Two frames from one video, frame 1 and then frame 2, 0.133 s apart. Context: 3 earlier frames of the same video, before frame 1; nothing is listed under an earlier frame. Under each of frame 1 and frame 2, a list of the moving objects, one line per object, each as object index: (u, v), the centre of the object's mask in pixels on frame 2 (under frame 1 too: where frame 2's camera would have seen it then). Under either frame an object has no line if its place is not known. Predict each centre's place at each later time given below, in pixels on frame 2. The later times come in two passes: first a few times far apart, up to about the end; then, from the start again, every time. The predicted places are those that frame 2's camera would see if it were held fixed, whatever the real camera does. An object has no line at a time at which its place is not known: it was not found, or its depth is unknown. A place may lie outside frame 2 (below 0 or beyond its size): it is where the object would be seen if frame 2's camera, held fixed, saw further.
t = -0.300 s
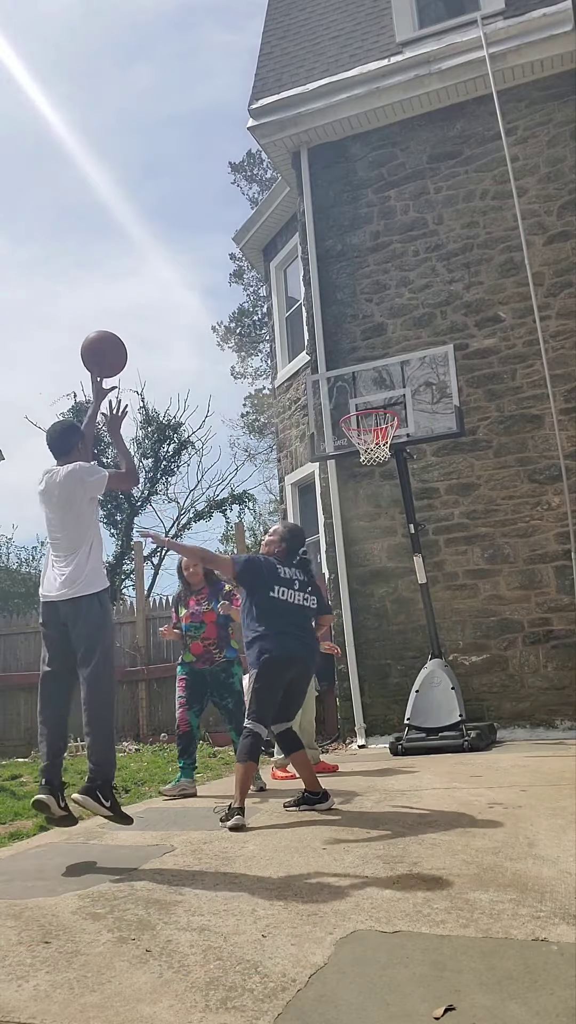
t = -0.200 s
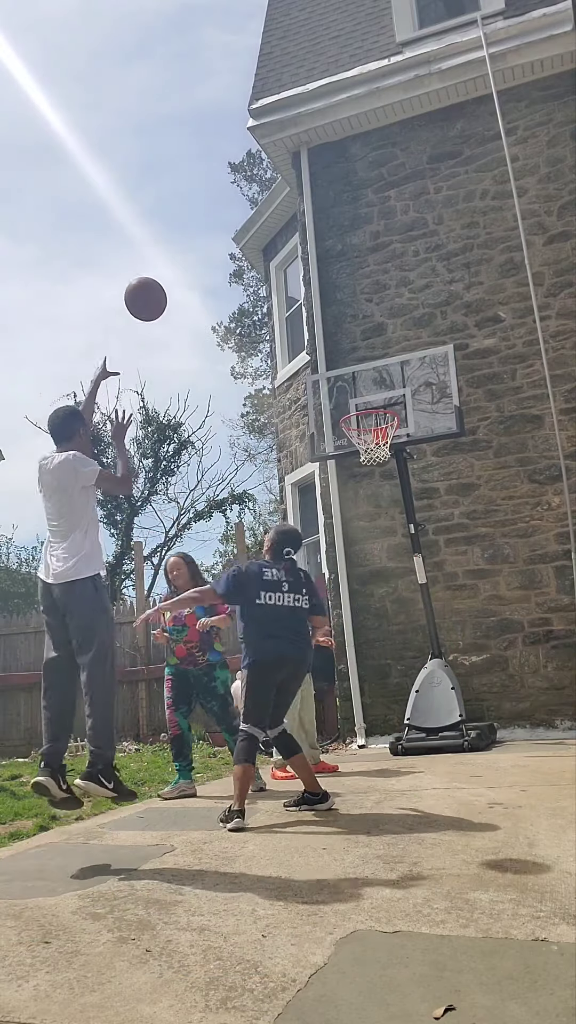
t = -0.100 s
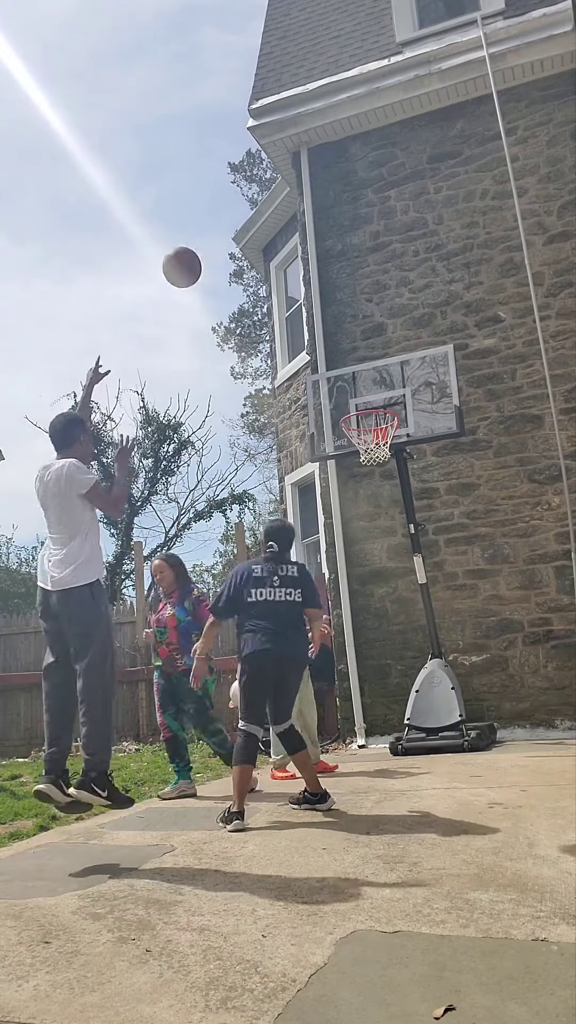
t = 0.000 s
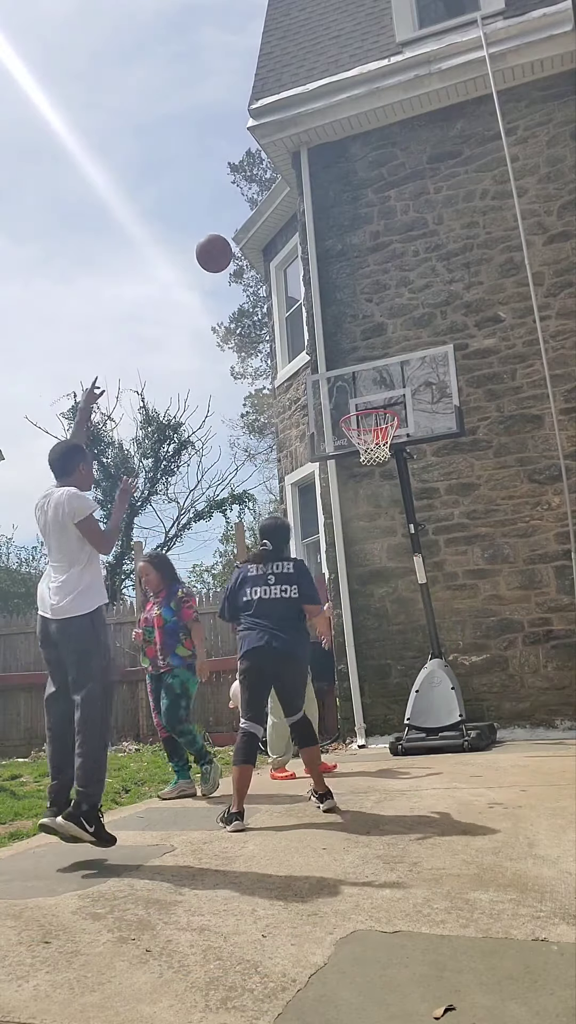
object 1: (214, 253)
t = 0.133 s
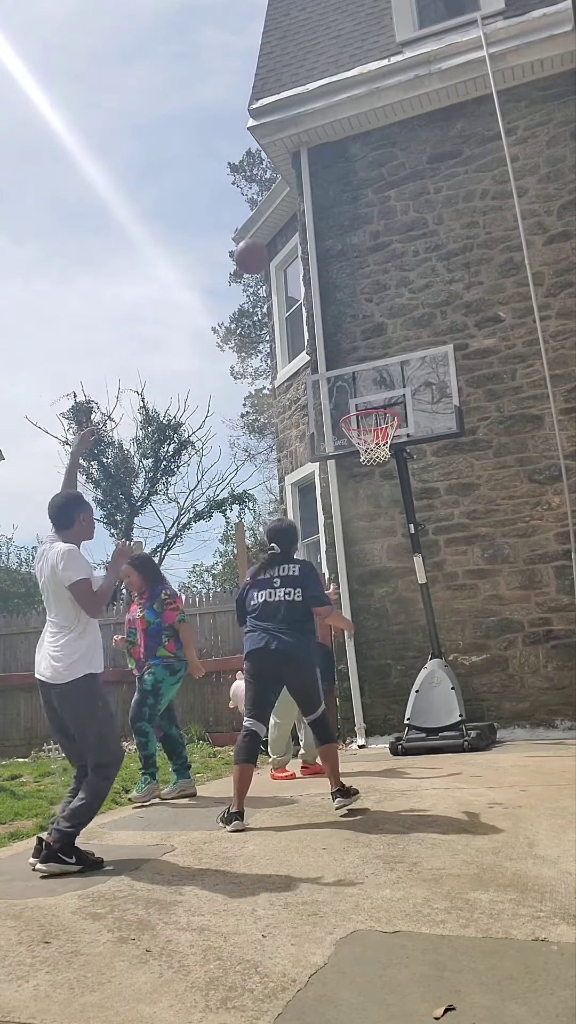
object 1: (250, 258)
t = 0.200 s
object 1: (268, 266)
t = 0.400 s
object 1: (316, 321)
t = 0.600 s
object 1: (359, 405)
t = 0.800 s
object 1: (399, 475)
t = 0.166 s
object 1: (260, 260)
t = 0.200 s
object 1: (268, 266)
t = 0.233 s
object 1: (277, 272)
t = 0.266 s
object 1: (285, 280)
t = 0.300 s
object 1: (292, 288)
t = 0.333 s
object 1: (301, 298)
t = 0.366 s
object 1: (309, 309)
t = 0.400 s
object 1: (316, 321)
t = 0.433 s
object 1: (324, 334)
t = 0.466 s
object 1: (330, 347)
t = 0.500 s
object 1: (338, 362)
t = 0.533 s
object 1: (346, 377)
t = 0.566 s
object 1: (352, 393)
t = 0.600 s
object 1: (359, 405)
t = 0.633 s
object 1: (366, 426)
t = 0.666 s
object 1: (374, 431)
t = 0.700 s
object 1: (377, 443)
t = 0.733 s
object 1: (387, 452)
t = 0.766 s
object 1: (392, 463)
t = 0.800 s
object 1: (399, 475)
